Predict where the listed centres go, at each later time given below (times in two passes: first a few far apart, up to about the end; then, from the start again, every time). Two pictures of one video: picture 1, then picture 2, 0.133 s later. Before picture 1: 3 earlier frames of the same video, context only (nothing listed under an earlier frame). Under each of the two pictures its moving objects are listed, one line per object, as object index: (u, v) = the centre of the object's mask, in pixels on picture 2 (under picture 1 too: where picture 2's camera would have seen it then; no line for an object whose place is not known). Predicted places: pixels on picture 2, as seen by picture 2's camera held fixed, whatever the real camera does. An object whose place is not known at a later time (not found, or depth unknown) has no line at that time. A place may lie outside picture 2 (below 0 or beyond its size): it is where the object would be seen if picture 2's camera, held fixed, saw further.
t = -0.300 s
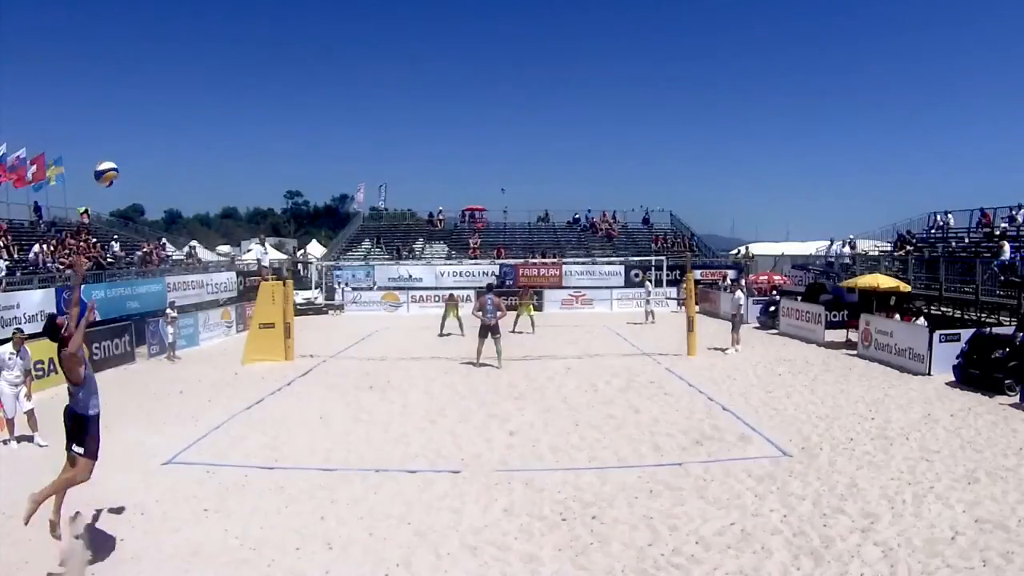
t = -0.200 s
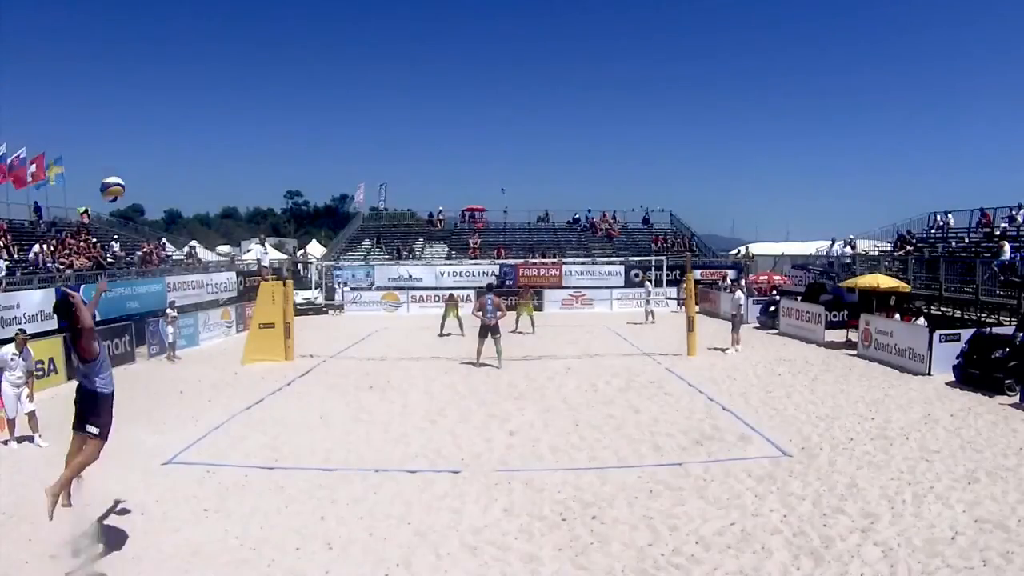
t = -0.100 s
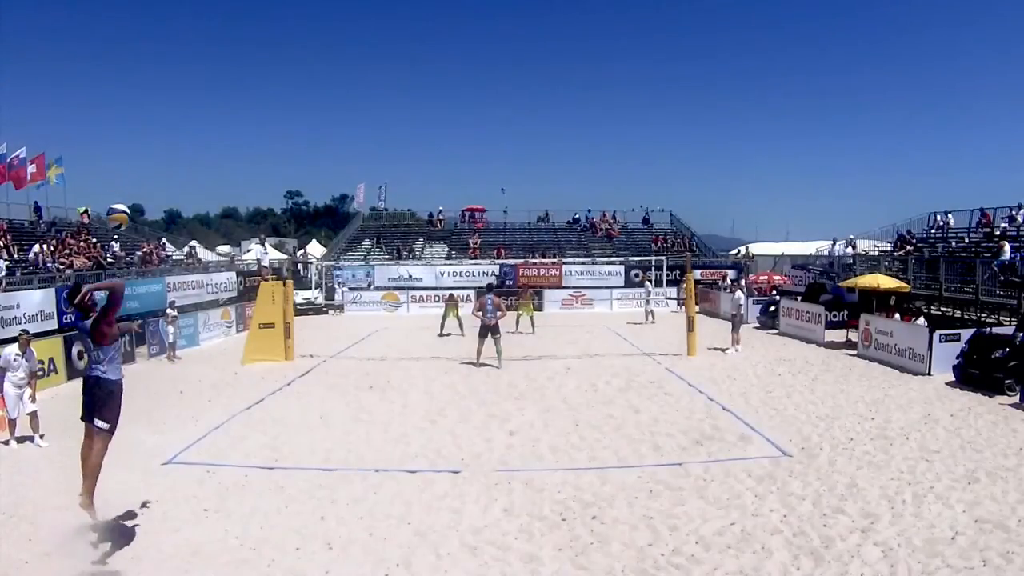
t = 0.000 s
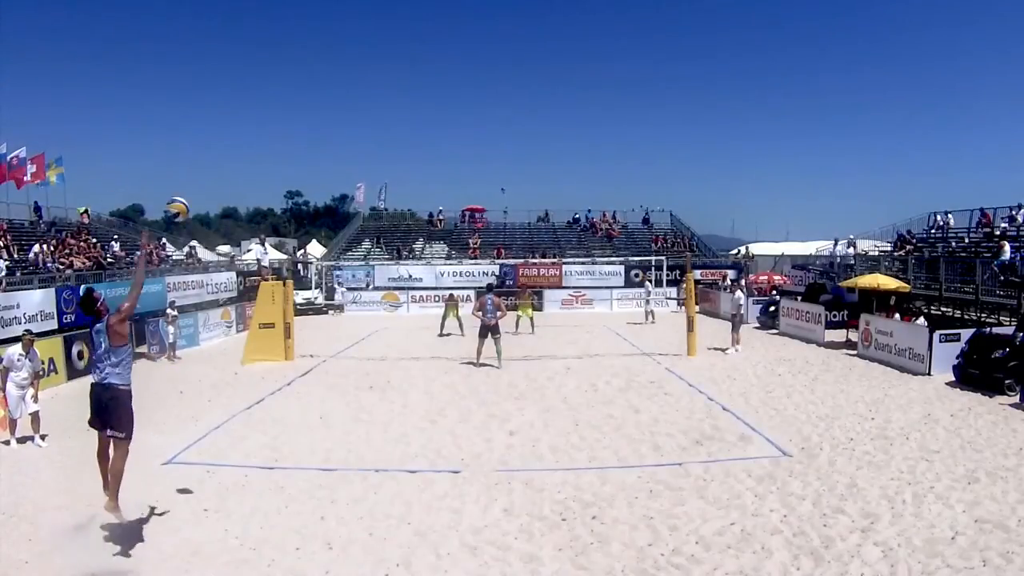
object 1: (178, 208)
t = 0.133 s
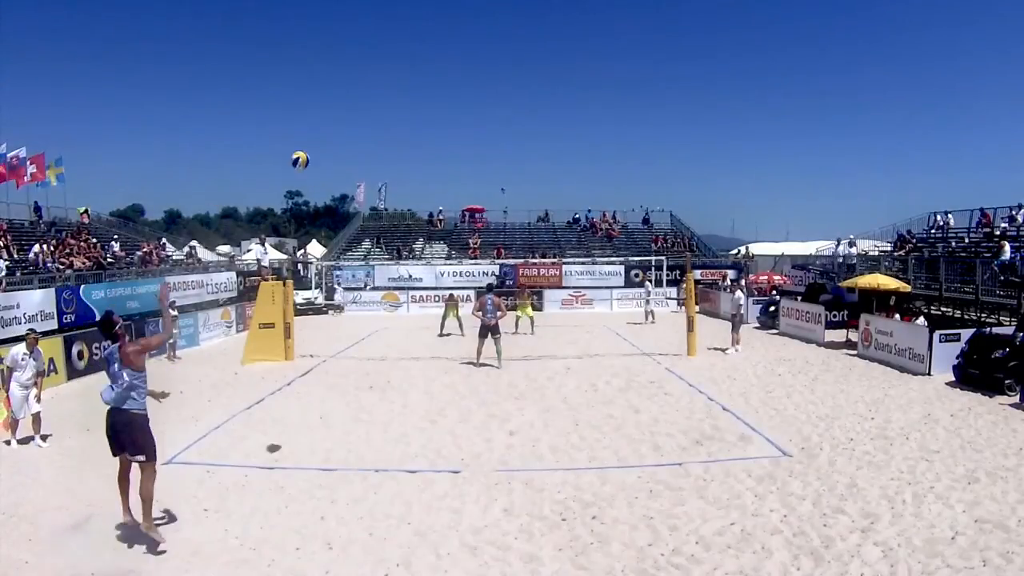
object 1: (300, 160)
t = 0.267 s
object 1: (382, 142)
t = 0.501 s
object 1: (471, 148)
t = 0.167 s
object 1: (323, 153)
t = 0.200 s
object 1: (345, 148)
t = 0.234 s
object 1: (364, 145)
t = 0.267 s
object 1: (382, 142)
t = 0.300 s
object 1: (398, 141)
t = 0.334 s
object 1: (414, 140)
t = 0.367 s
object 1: (427, 141)
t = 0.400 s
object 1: (439, 142)
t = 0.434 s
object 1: (451, 143)
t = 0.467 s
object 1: (461, 146)
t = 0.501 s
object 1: (471, 148)
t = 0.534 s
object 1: (480, 151)
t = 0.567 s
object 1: (488, 155)
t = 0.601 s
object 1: (495, 158)
